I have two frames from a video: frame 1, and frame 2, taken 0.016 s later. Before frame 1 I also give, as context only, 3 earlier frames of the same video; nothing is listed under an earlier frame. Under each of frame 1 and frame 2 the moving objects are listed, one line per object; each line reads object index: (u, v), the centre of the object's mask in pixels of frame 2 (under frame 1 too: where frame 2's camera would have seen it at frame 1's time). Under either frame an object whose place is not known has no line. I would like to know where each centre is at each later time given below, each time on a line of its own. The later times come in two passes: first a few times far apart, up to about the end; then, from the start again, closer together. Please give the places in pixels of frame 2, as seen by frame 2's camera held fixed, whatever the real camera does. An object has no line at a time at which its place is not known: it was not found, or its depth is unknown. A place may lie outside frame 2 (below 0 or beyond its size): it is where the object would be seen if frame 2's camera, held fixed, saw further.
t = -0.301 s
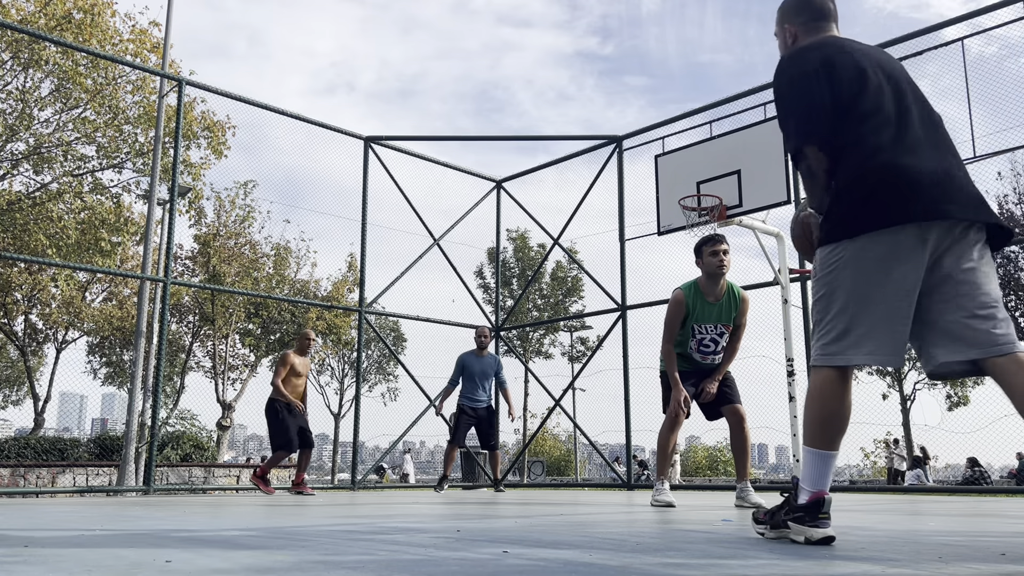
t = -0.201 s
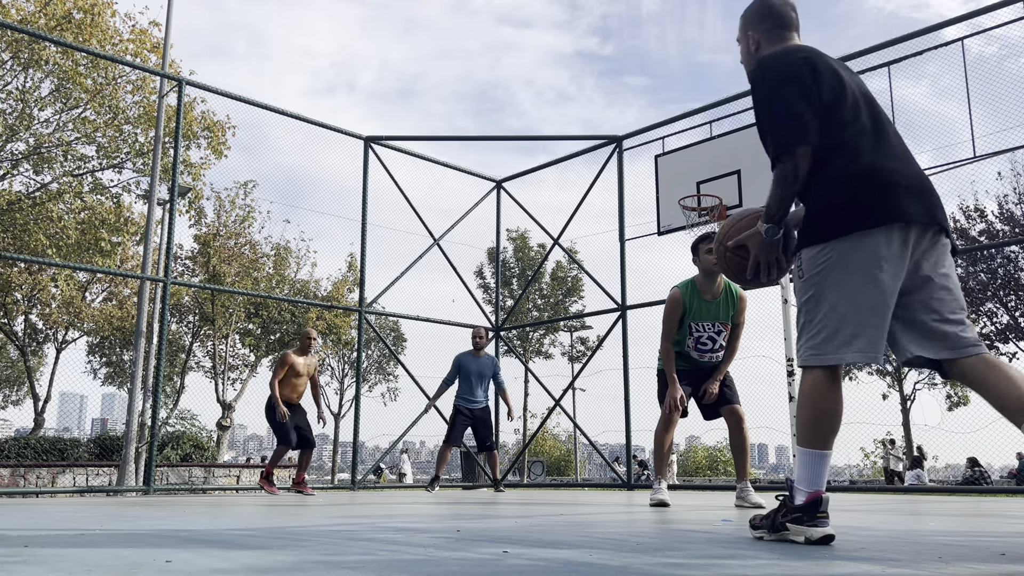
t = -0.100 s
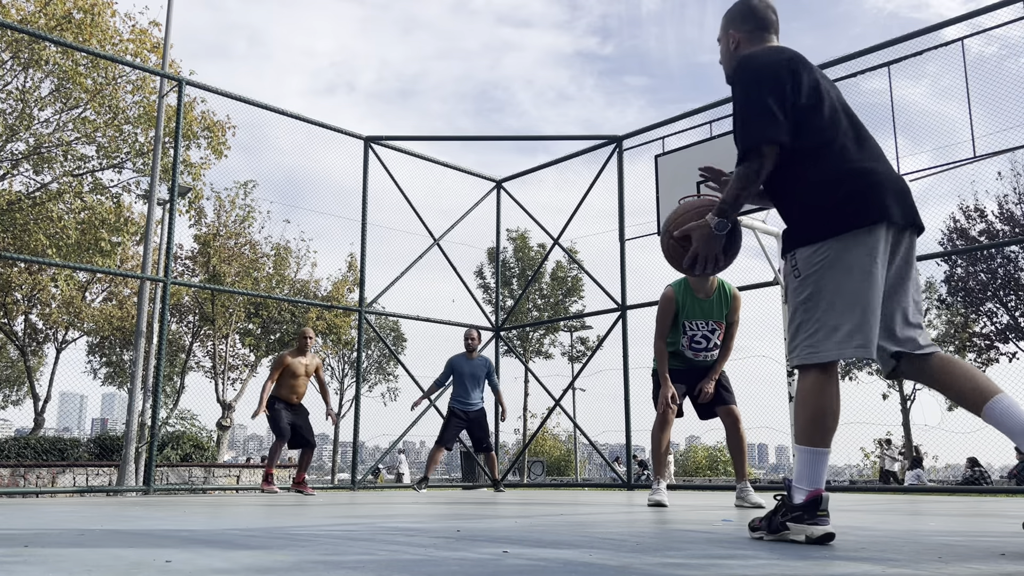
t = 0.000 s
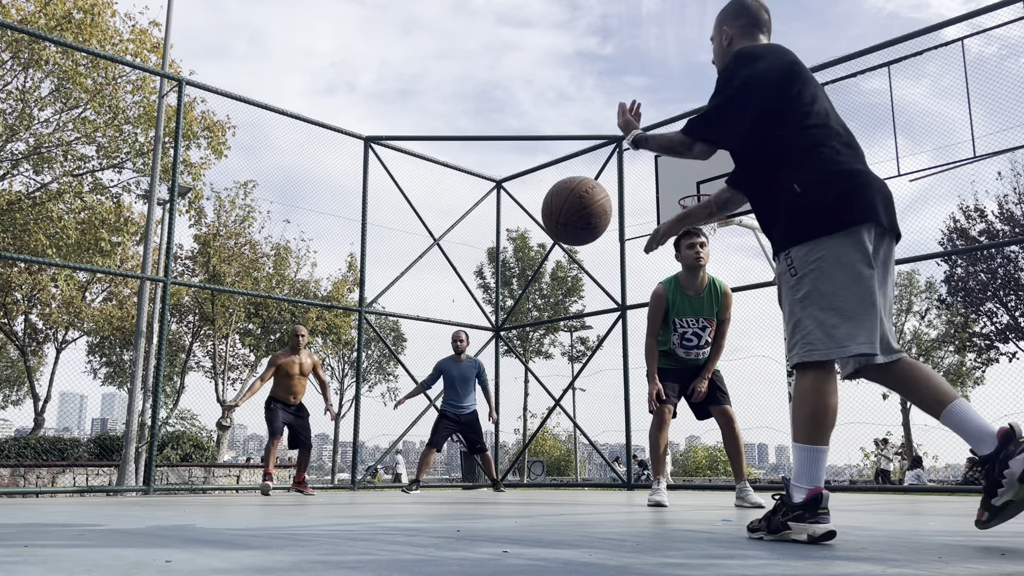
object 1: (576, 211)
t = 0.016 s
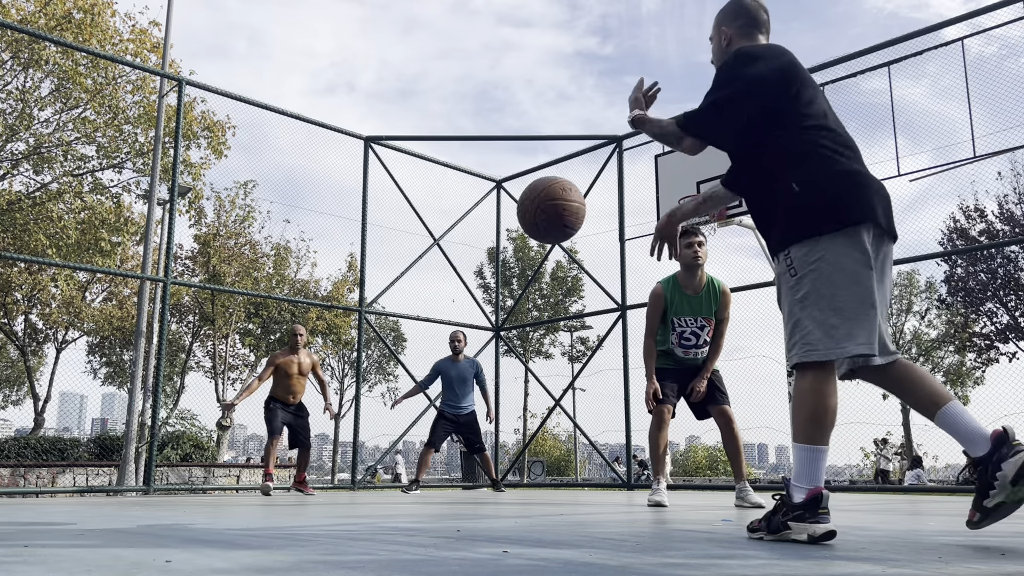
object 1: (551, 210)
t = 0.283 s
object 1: (250, 278)
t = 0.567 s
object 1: (36, 453)
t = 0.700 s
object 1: (17, 432)
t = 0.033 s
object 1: (527, 210)
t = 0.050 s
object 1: (504, 211)
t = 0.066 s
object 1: (482, 212)
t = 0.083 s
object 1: (460, 215)
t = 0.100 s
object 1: (440, 218)
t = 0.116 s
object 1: (420, 221)
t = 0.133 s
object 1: (400, 225)
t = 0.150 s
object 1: (381, 229)
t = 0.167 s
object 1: (363, 234)
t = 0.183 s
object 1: (345, 239)
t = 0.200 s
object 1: (328, 244)
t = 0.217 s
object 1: (311, 250)
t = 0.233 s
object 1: (296, 256)
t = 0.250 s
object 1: (280, 263)
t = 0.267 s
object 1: (265, 271)
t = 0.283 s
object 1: (250, 278)
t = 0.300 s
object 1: (235, 286)
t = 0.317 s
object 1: (220, 295)
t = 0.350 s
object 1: (193, 312)
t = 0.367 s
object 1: (180, 321)
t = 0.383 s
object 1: (166, 330)
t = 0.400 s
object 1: (154, 340)
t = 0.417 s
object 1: (141, 350)
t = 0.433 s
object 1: (129, 361)
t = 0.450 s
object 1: (117, 371)
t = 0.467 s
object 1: (105, 382)
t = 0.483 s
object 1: (93, 394)
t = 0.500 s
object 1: (81, 405)
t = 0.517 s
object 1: (69, 417)
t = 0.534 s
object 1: (58, 429)
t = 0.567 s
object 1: (36, 453)
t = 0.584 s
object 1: (25, 465)
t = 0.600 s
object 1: (18, 478)
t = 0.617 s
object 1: (16, 477)
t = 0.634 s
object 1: (17, 466)
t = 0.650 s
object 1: (17, 456)
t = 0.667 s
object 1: (17, 448)
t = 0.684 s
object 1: (17, 440)
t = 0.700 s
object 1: (17, 432)
